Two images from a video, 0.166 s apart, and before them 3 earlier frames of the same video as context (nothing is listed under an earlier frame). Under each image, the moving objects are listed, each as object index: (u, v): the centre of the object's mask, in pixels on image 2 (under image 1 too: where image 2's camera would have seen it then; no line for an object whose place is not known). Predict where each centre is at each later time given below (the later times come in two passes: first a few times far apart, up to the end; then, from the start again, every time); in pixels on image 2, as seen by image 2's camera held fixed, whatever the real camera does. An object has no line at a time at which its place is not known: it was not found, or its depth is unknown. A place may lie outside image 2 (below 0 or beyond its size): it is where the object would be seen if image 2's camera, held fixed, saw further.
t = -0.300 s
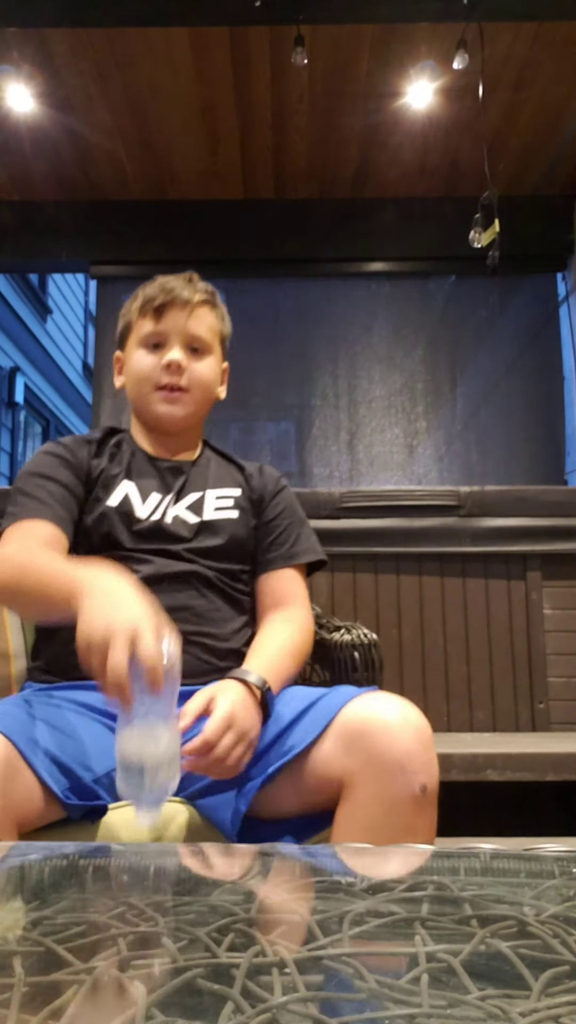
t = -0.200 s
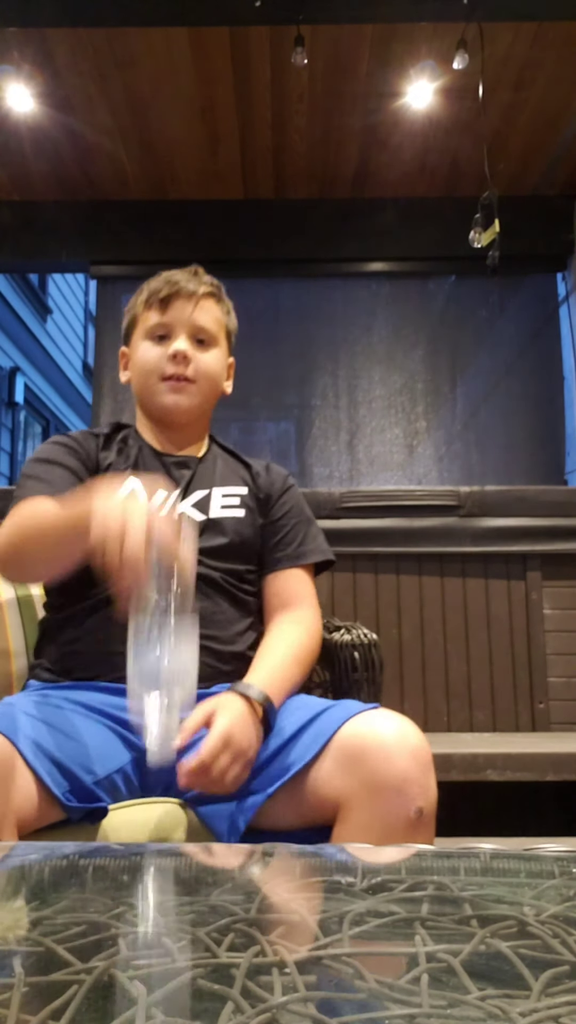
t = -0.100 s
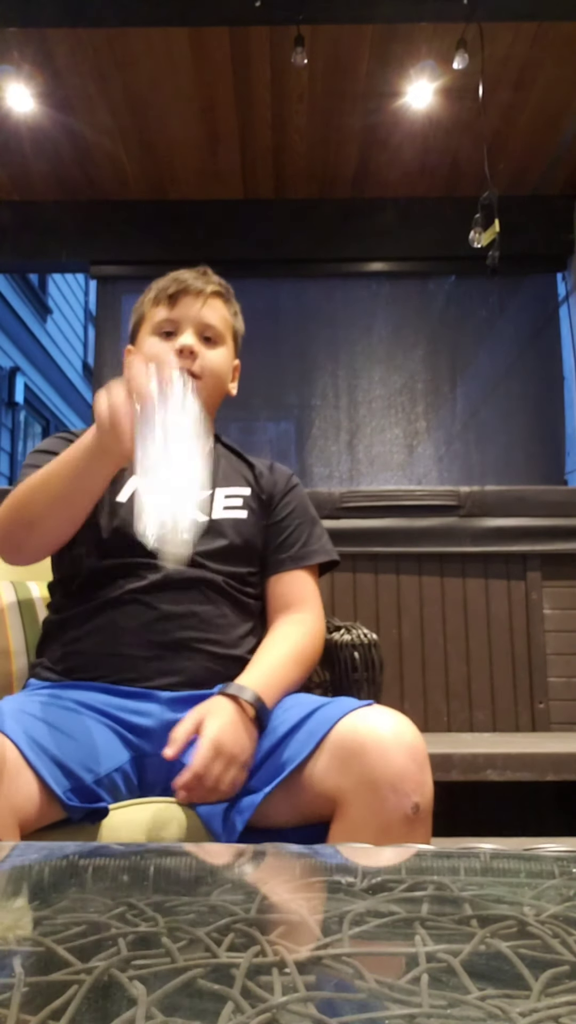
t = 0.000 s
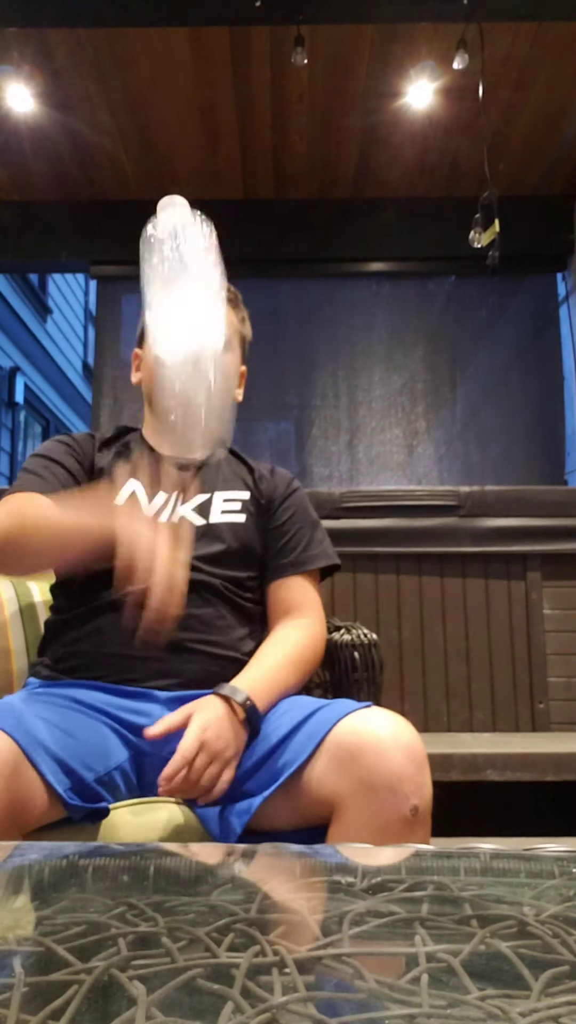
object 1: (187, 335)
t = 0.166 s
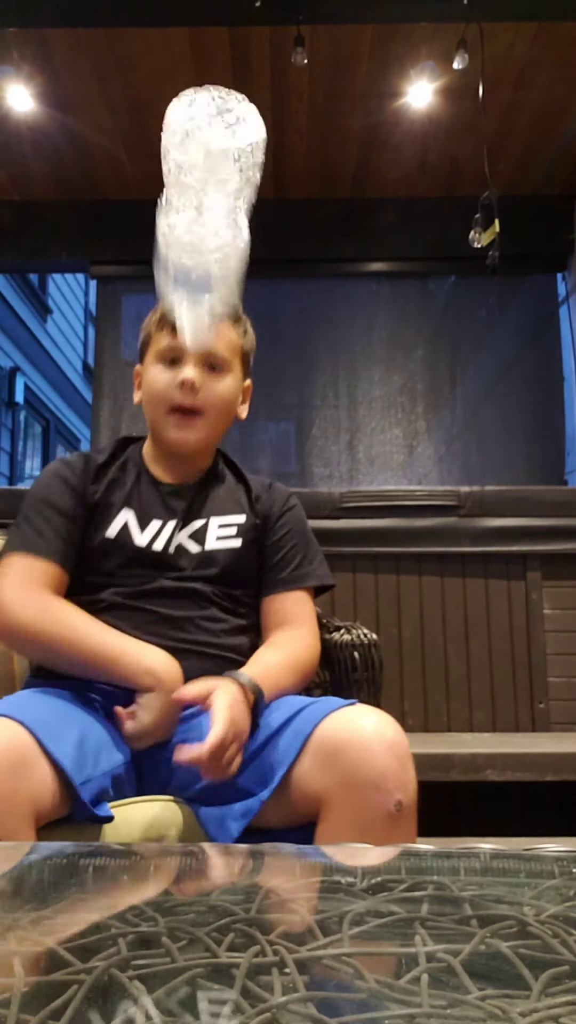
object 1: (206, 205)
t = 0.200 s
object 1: (211, 240)
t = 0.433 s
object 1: (232, 746)
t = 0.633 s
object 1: (193, 750)
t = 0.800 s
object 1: (142, 945)
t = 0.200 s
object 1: (211, 240)
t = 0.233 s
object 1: (215, 291)
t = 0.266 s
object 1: (219, 365)
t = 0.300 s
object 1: (223, 457)
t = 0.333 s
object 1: (231, 593)
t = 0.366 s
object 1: (237, 744)
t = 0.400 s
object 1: (235, 745)
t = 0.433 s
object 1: (232, 746)
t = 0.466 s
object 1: (227, 747)
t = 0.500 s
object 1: (222, 747)
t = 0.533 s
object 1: (218, 748)
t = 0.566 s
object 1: (214, 748)
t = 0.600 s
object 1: (206, 749)
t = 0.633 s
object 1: (193, 750)
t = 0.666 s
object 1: (173, 762)
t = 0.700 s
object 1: (148, 793)
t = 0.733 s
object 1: (131, 885)
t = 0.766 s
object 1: (139, 934)
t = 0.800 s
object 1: (142, 945)
